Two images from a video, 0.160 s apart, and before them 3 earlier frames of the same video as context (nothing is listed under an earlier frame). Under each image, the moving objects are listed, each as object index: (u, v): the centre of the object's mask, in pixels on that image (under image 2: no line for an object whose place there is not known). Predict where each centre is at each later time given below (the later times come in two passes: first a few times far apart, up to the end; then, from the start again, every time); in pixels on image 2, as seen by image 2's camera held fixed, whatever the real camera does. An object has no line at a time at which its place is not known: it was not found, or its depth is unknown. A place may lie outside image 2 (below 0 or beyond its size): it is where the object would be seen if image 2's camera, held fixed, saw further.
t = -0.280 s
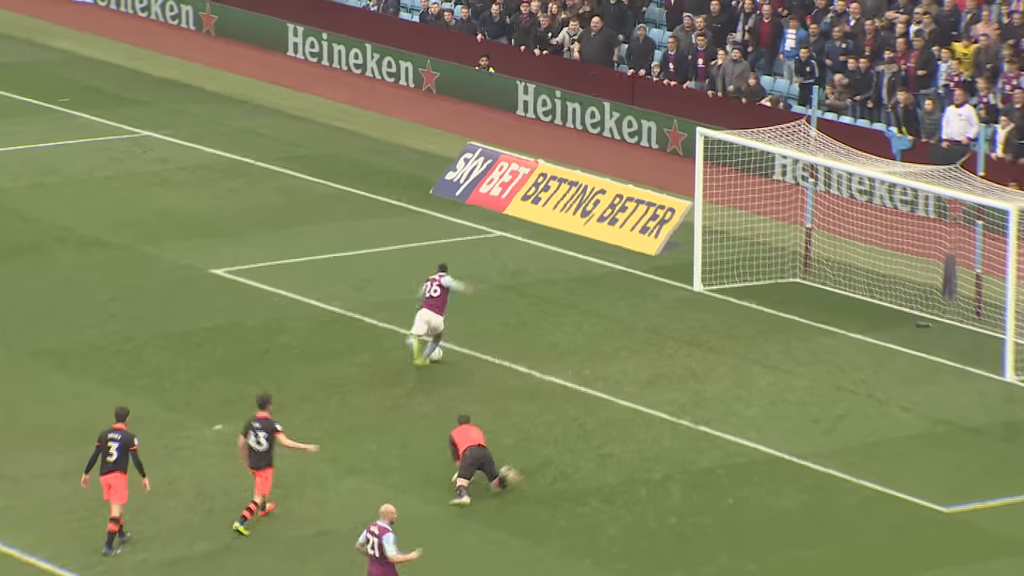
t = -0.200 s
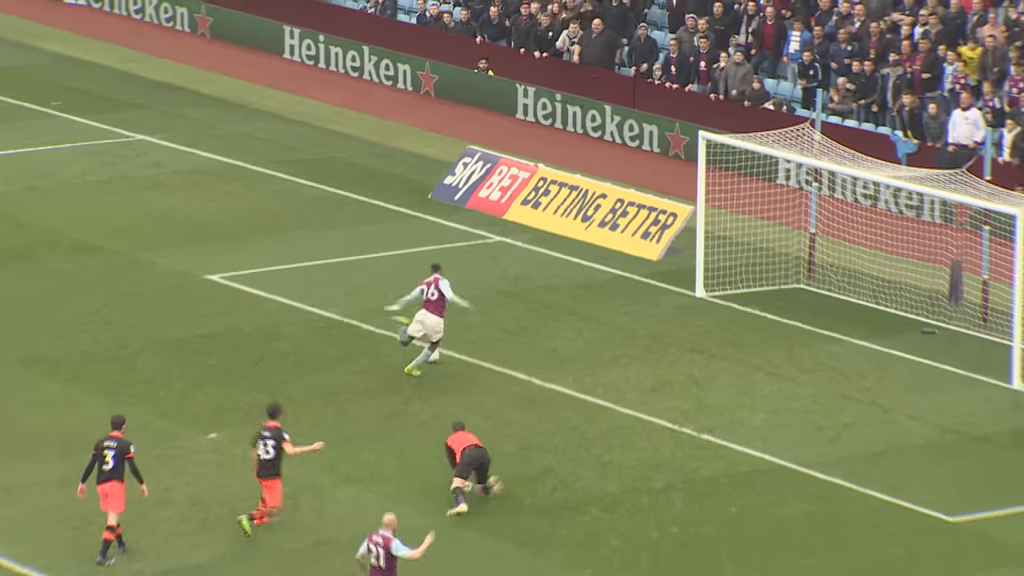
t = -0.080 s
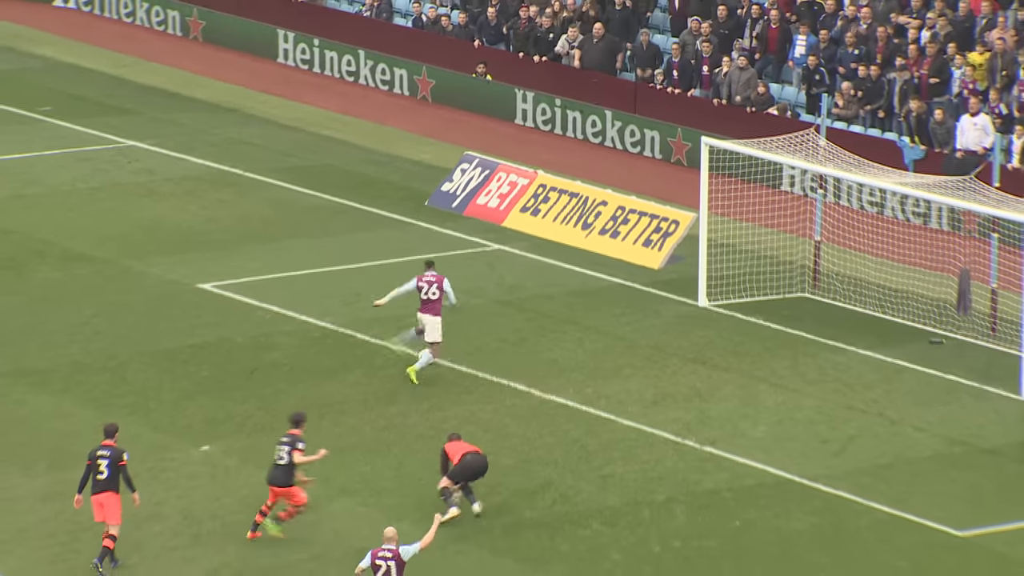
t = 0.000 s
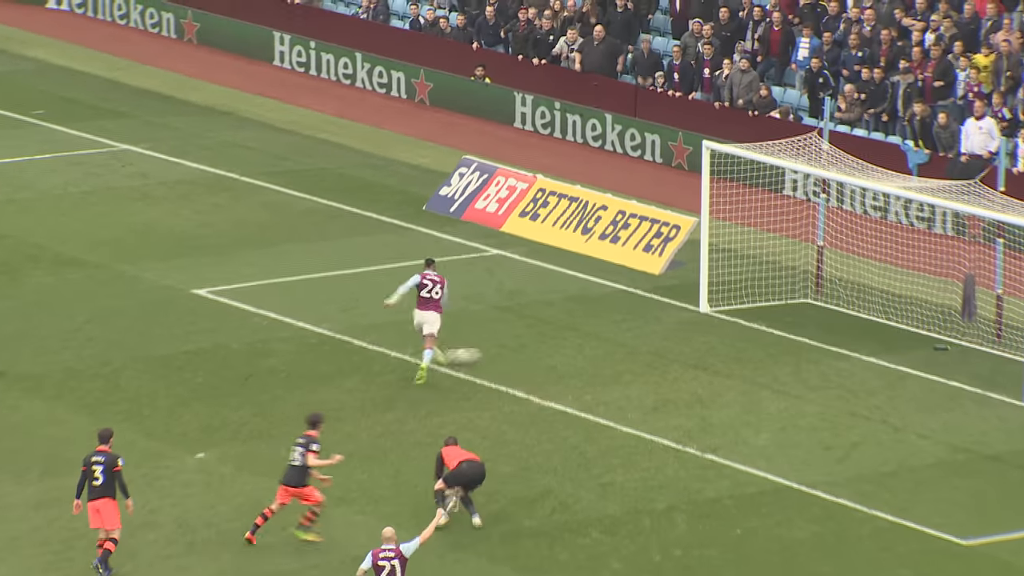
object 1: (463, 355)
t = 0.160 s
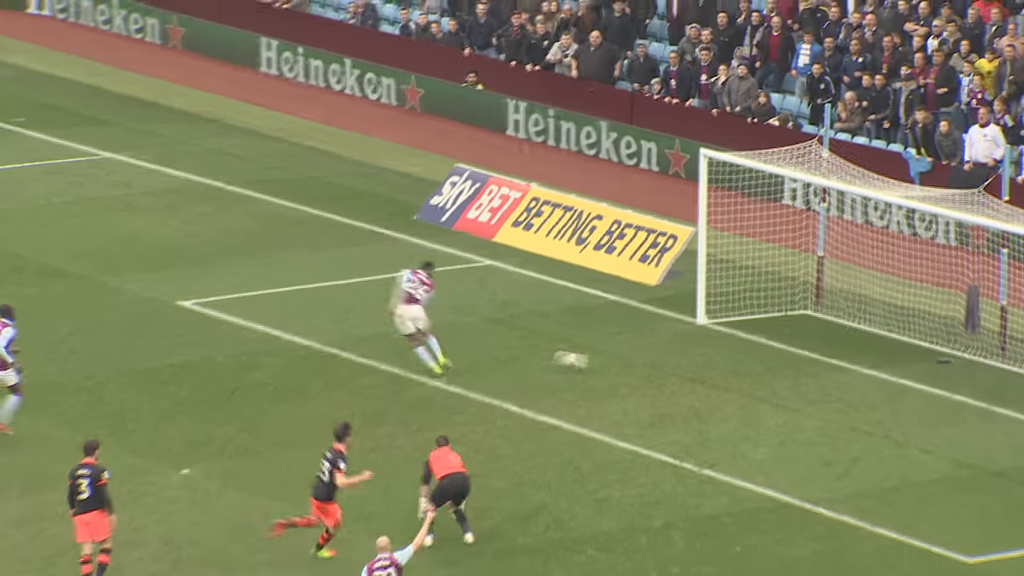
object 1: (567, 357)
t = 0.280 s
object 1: (649, 354)
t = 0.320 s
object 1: (673, 349)
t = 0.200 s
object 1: (597, 359)
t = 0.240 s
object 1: (624, 359)
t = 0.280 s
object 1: (649, 354)
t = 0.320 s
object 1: (673, 349)
